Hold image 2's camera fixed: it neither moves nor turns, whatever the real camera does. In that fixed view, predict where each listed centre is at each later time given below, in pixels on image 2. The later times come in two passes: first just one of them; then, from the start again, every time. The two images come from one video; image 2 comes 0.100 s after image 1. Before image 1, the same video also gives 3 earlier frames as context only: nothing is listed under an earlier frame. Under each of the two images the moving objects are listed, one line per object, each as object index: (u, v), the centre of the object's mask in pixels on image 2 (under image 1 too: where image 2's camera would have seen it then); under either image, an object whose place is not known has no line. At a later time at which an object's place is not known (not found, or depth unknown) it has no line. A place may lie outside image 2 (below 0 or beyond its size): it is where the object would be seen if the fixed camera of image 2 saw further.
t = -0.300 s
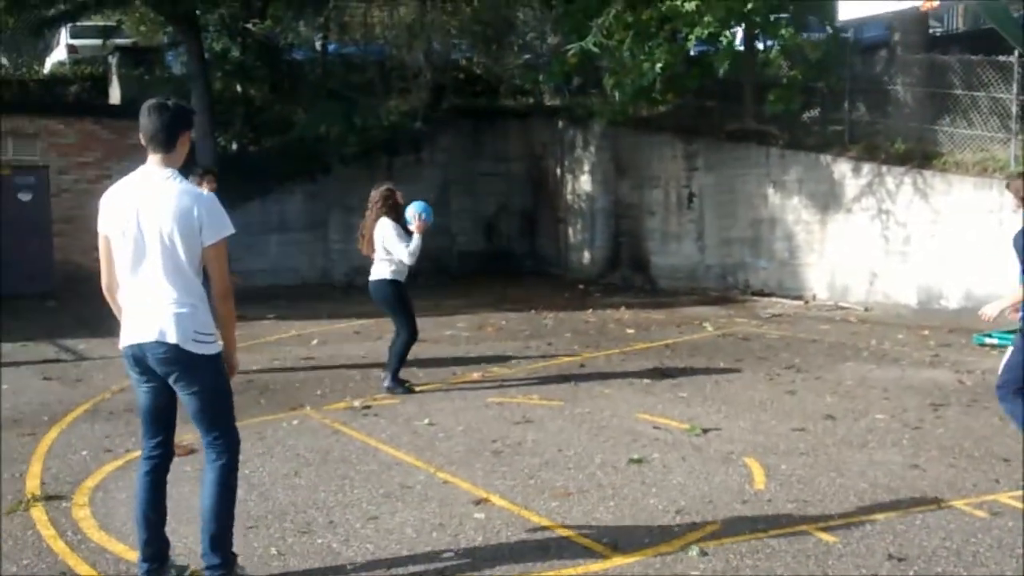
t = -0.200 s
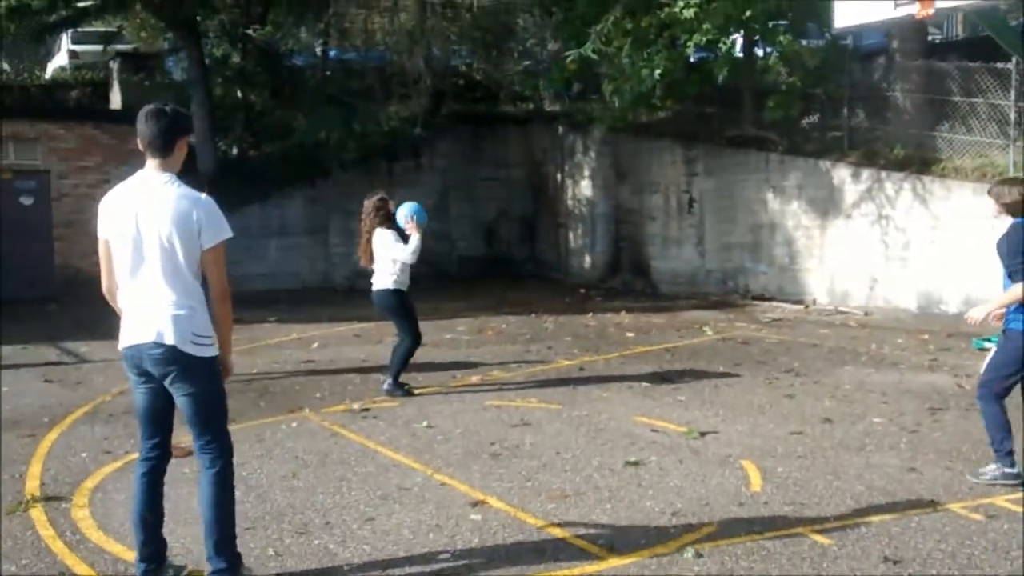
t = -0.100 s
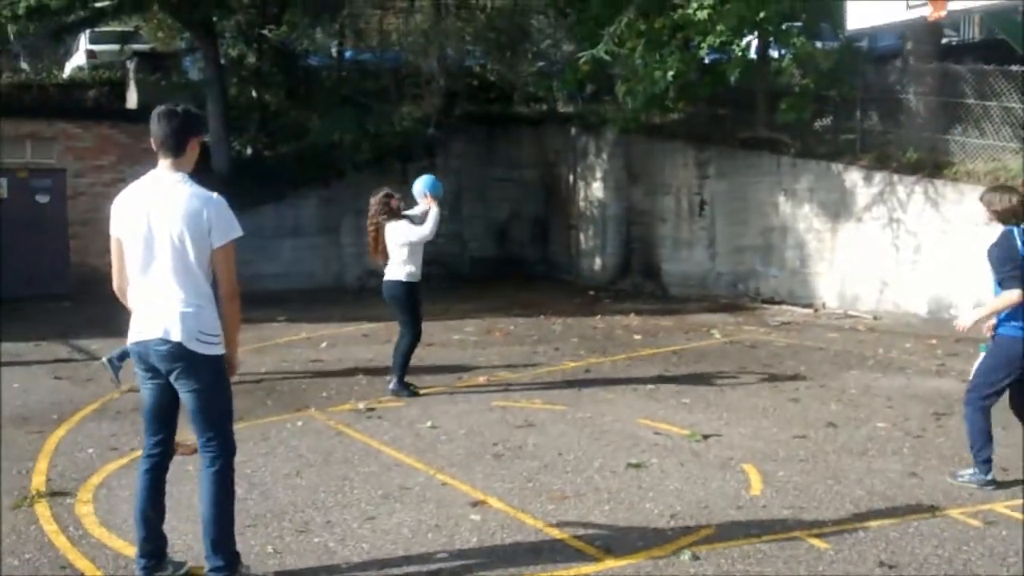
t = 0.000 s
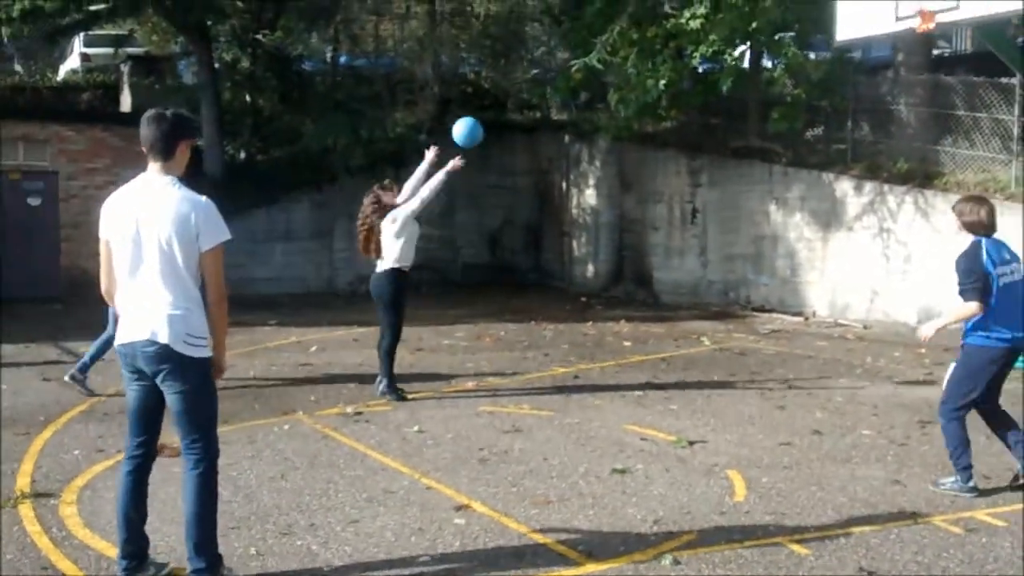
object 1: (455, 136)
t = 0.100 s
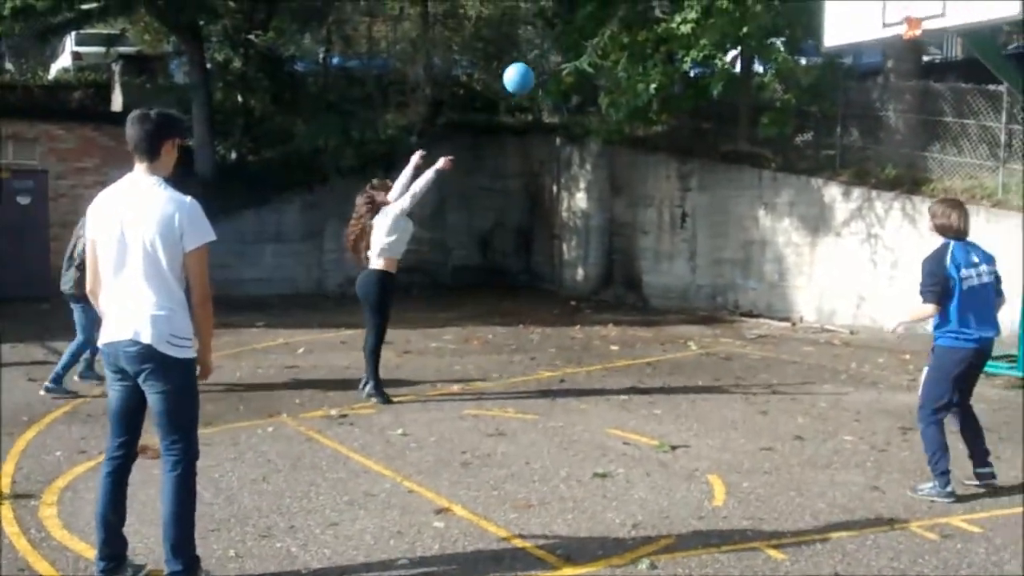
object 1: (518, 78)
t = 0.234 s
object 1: (602, 24)
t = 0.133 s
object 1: (540, 61)
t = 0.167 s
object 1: (561, 47)
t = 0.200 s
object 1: (580, 36)
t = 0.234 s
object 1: (602, 24)
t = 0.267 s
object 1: (624, 14)
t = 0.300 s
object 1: (643, 7)
